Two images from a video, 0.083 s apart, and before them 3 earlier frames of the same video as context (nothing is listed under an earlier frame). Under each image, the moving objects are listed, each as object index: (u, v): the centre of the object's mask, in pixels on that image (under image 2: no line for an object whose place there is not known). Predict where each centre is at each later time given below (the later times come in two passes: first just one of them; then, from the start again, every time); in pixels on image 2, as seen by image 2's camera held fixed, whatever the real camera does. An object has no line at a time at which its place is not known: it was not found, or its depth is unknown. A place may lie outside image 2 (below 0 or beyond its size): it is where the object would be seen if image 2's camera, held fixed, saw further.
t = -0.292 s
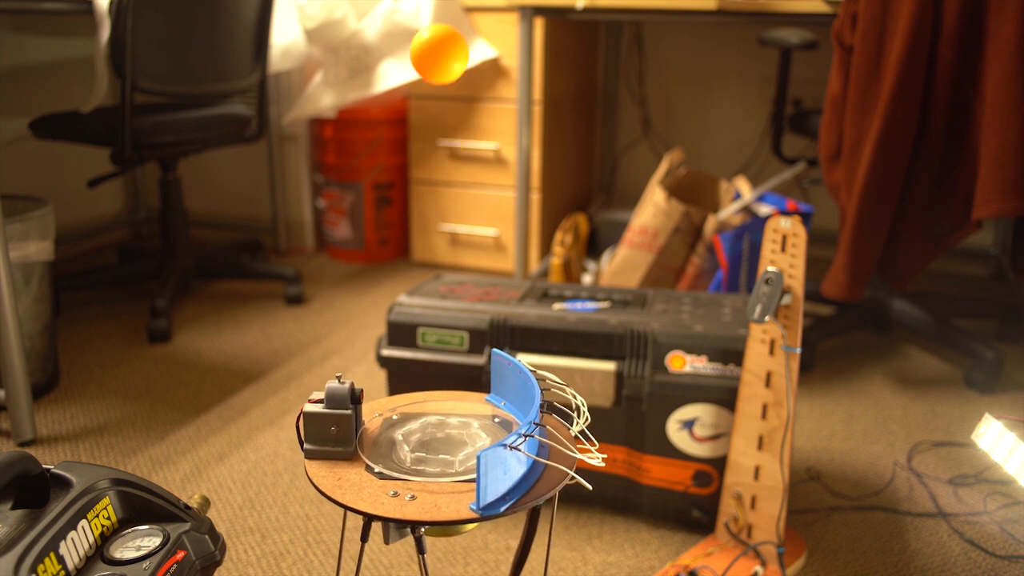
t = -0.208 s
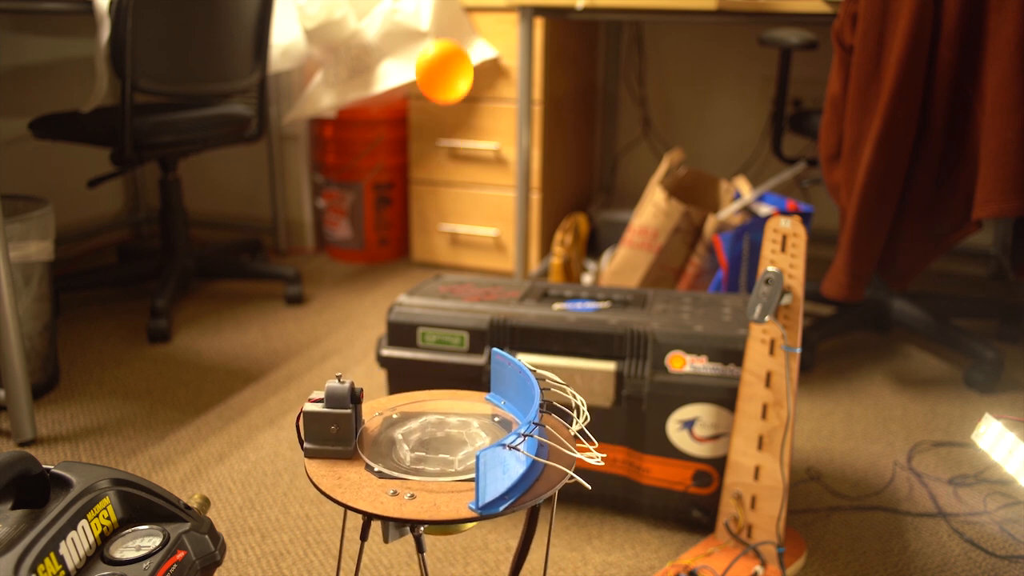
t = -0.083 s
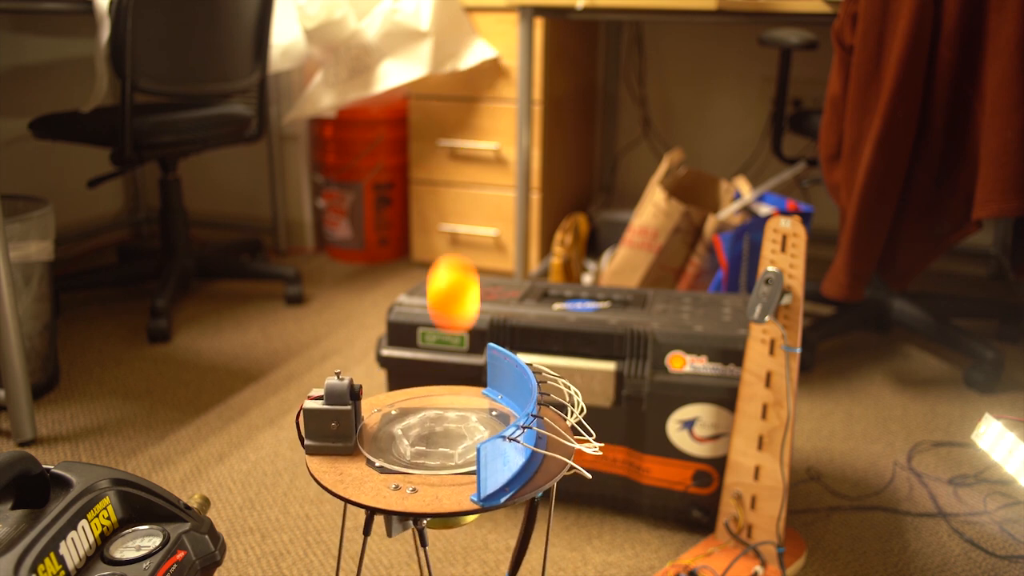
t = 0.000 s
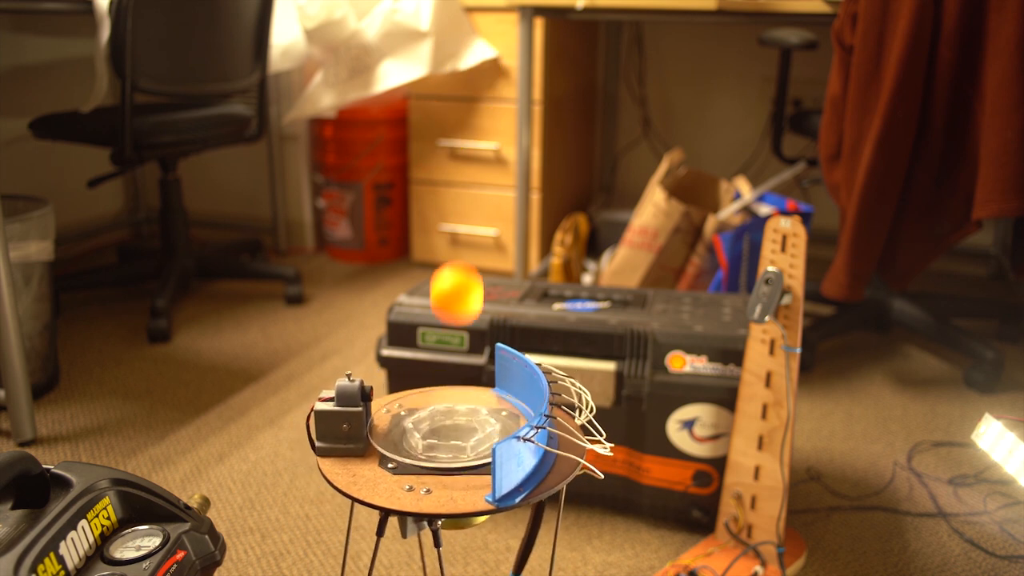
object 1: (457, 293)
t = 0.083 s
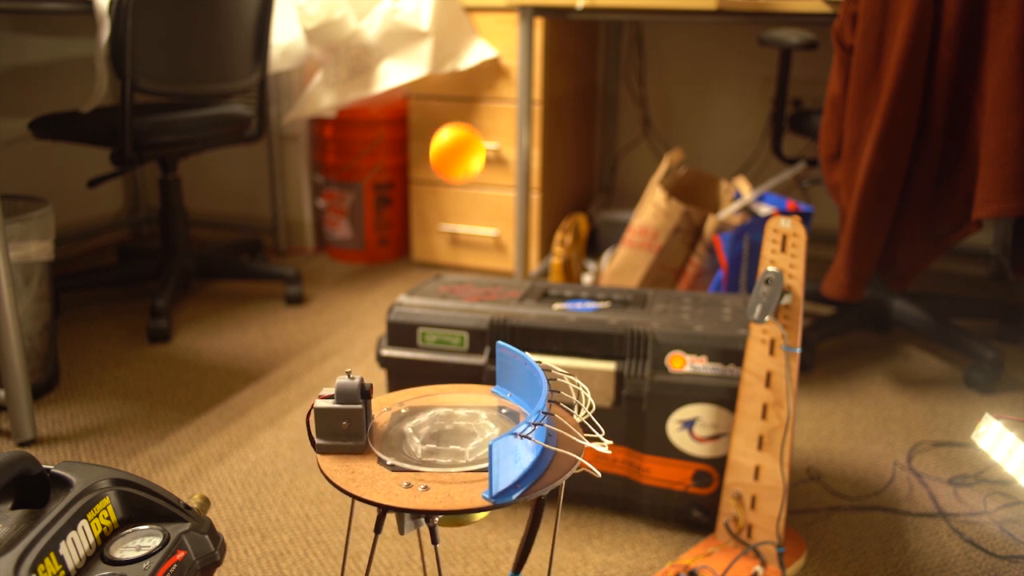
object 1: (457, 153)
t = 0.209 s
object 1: (461, 91)
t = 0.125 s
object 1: (458, 109)
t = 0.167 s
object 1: (459, 89)
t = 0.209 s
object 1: (461, 91)
